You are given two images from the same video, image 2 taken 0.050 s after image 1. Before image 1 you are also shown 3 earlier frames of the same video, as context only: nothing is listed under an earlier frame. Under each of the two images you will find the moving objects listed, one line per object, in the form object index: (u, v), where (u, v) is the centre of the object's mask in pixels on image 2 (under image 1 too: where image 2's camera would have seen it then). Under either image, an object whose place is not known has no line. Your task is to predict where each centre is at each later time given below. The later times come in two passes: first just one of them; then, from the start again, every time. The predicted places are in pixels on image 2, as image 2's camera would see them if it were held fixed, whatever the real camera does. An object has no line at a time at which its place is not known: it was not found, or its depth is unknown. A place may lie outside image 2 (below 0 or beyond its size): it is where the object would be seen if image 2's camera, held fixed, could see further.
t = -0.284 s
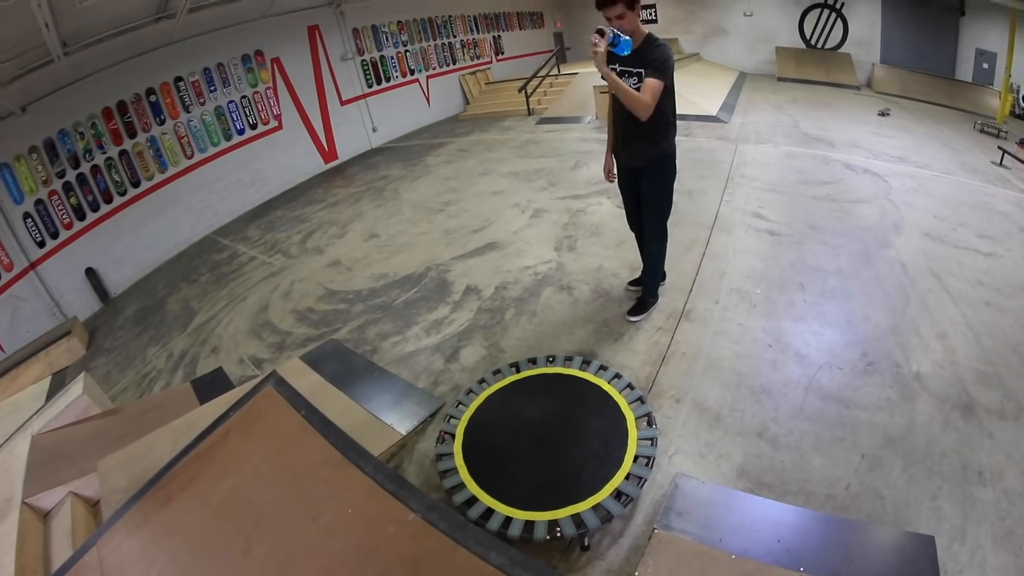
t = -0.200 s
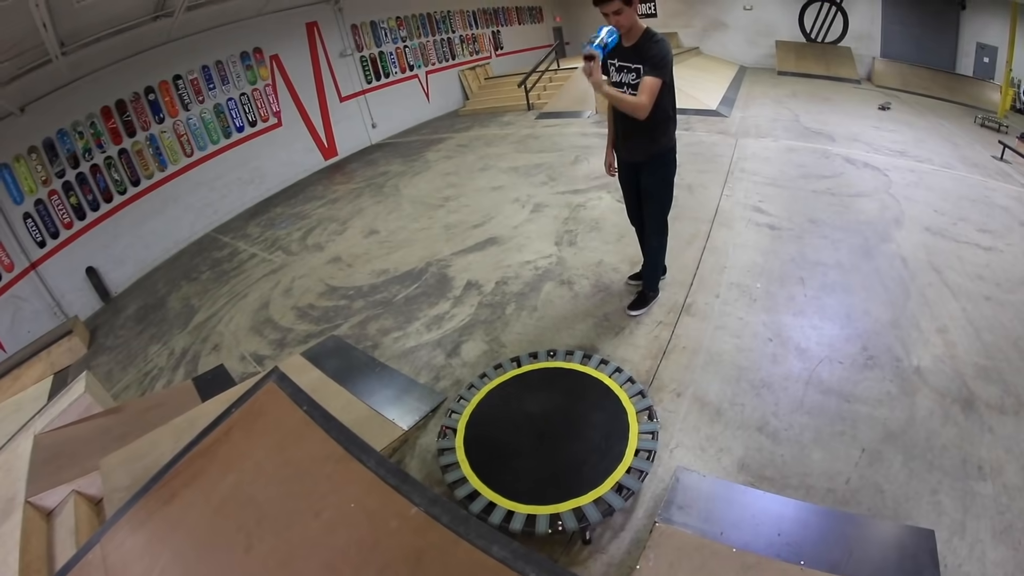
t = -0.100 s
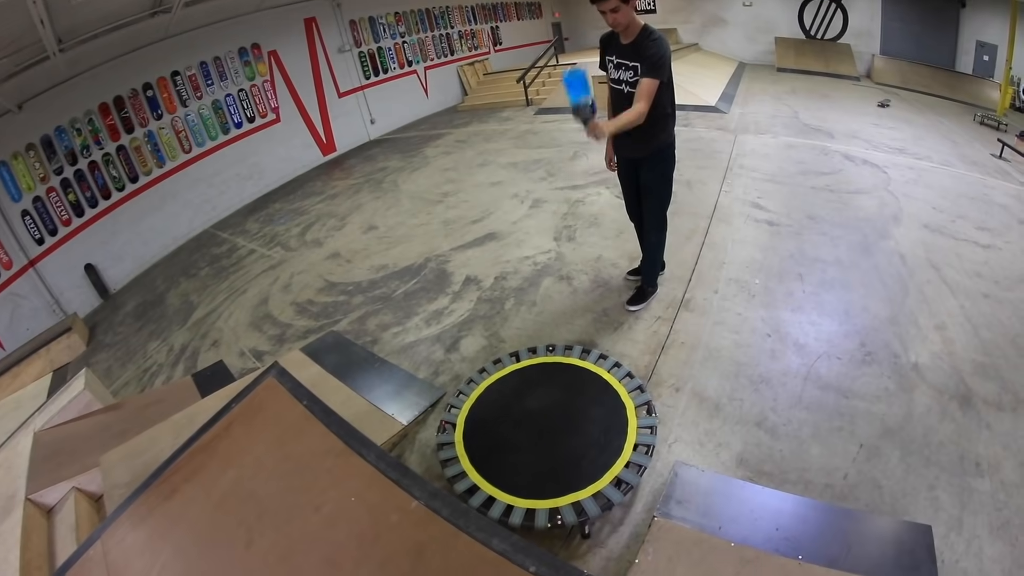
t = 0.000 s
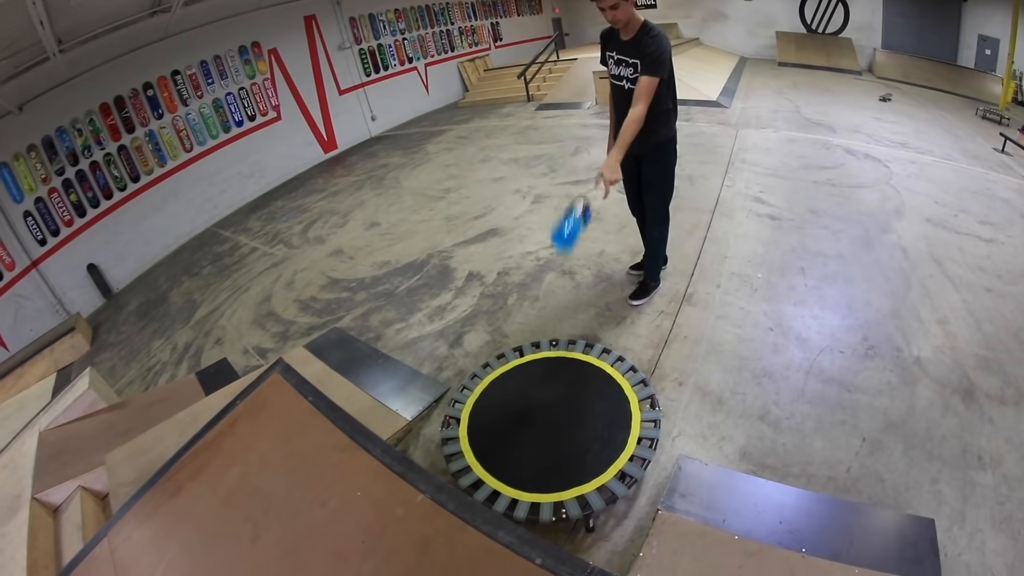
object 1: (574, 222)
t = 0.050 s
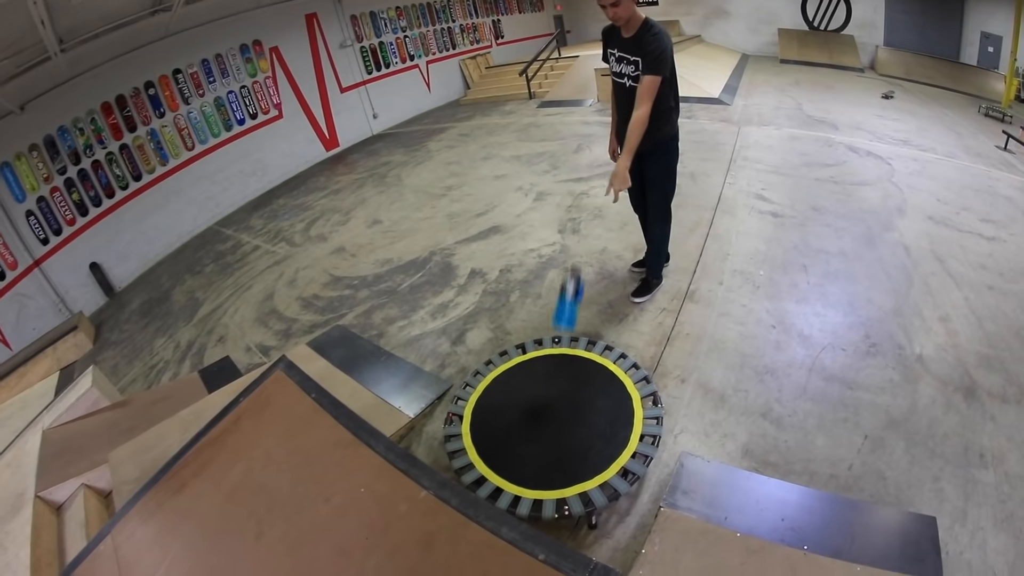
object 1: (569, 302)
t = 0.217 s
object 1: (540, 377)
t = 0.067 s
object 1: (567, 330)
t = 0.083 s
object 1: (566, 357)
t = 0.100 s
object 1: (564, 381)
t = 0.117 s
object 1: (560, 400)
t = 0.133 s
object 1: (555, 407)
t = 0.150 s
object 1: (552, 404)
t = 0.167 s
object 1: (550, 398)
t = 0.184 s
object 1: (546, 392)
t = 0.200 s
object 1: (543, 384)
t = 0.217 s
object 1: (540, 377)
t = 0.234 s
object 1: (536, 369)
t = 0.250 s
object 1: (532, 361)
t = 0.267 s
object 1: (528, 354)
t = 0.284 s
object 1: (523, 346)
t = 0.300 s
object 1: (520, 336)
